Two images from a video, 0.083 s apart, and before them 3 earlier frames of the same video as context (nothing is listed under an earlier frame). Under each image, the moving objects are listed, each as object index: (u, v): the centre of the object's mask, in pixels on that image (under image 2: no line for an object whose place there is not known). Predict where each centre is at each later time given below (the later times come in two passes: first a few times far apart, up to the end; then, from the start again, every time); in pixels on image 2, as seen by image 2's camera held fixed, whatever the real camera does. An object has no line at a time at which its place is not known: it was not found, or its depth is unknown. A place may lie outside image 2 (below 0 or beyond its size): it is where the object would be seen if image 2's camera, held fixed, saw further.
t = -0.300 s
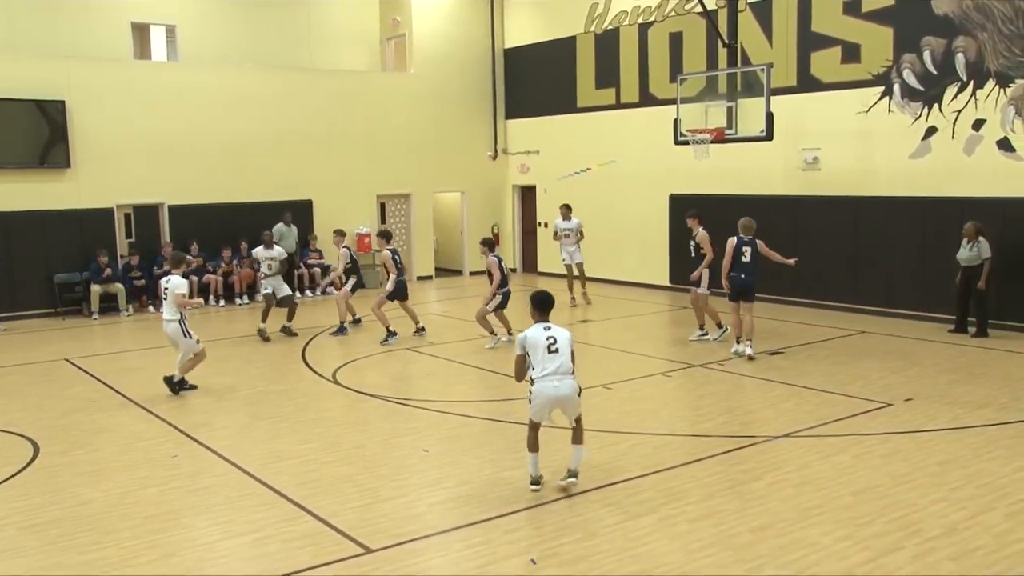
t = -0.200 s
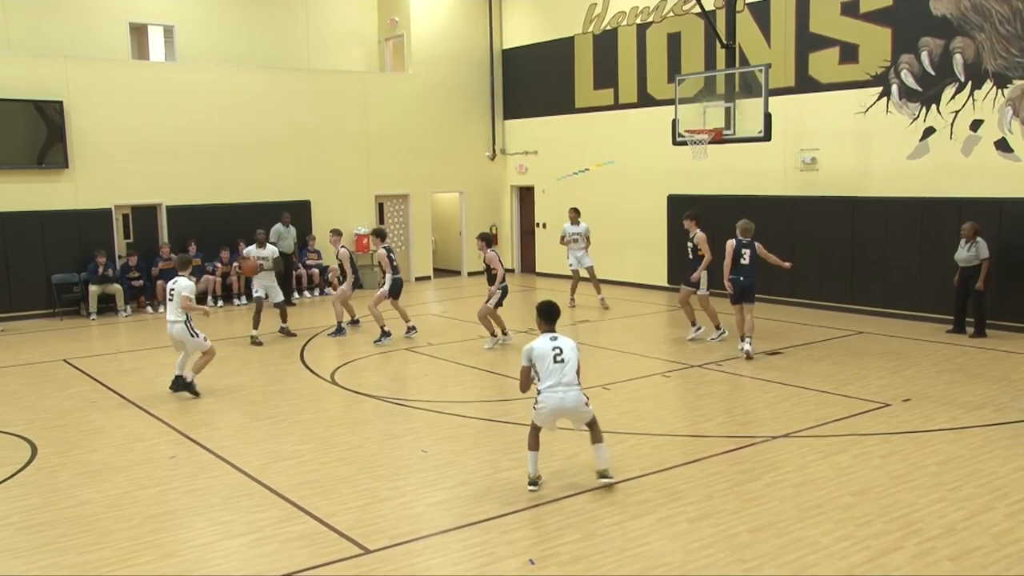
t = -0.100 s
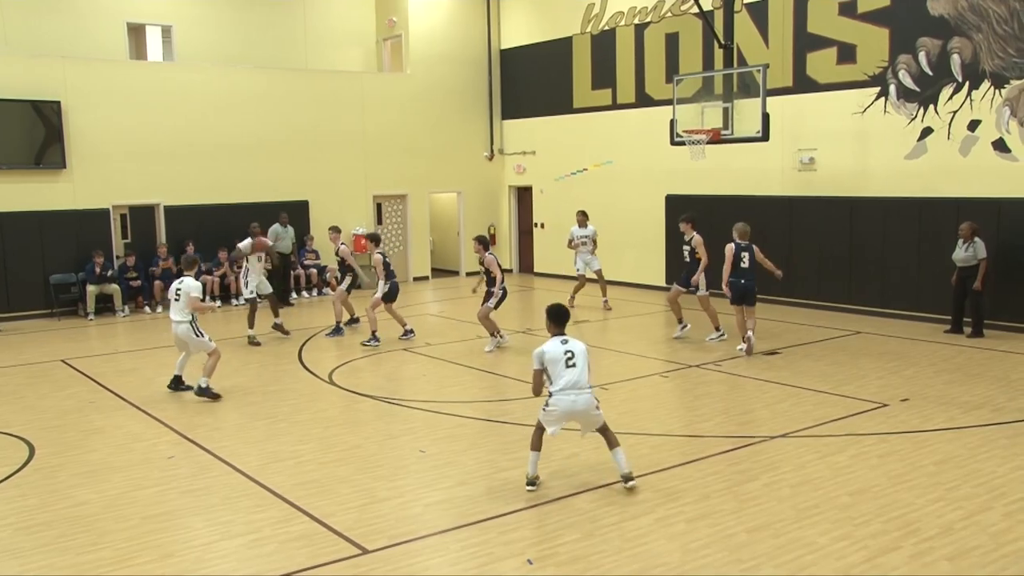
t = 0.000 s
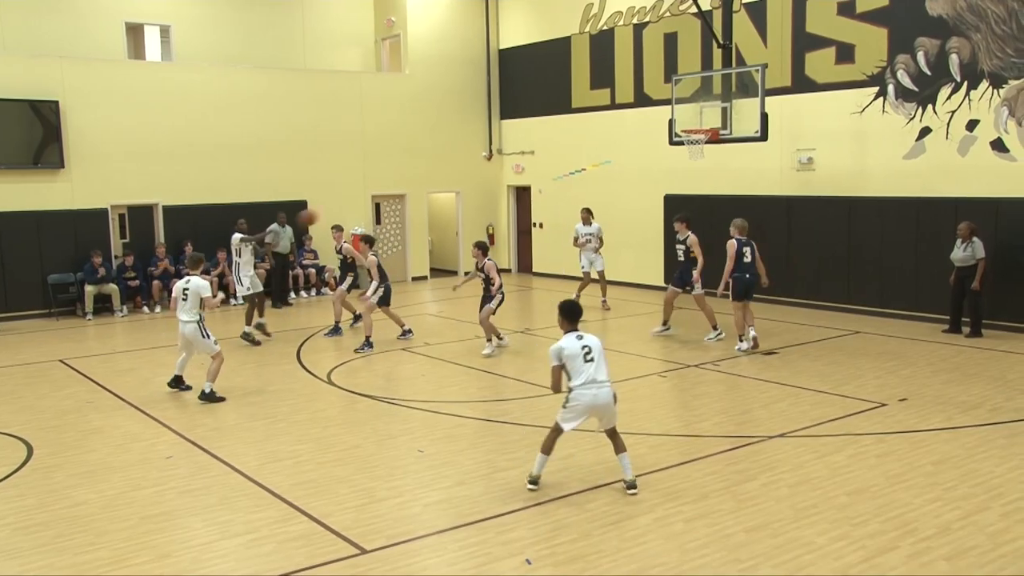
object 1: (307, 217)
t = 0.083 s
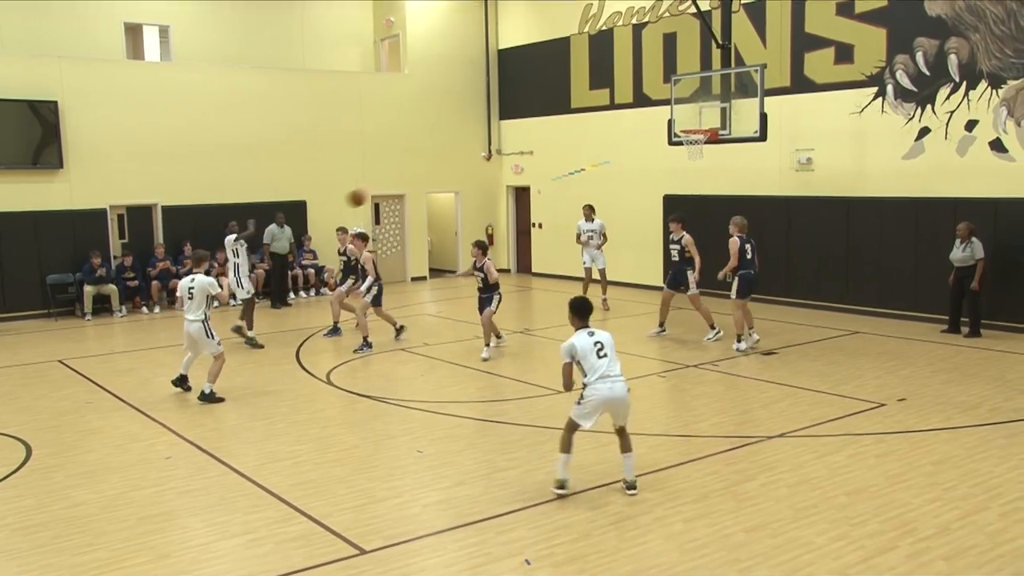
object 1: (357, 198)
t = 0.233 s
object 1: (457, 171)
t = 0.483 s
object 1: (659, 157)
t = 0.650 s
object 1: (824, 179)
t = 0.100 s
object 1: (368, 194)
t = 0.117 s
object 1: (377, 191)
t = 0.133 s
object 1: (388, 187)
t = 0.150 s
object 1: (400, 184)
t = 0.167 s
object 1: (411, 181)
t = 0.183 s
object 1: (421, 179)
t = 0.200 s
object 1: (433, 176)
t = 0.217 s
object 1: (444, 173)
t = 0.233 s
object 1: (457, 171)
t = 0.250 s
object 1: (467, 169)
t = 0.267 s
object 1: (480, 166)
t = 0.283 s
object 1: (493, 164)
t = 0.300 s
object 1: (505, 163)
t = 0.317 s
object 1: (519, 161)
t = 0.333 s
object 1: (533, 159)
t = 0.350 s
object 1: (545, 158)
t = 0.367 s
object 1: (559, 157)
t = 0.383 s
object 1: (573, 157)
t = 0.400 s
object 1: (587, 156)
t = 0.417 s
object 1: (601, 156)
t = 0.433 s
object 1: (615, 156)
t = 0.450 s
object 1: (630, 156)
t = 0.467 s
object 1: (644, 156)
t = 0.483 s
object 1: (659, 157)
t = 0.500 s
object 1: (674, 158)
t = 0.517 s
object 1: (690, 159)
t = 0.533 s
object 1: (705, 161)
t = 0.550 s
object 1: (722, 162)
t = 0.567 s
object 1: (738, 164)
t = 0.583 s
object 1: (755, 167)
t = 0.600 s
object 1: (772, 169)
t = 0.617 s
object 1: (788, 172)
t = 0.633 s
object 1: (806, 175)
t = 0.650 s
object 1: (824, 179)
